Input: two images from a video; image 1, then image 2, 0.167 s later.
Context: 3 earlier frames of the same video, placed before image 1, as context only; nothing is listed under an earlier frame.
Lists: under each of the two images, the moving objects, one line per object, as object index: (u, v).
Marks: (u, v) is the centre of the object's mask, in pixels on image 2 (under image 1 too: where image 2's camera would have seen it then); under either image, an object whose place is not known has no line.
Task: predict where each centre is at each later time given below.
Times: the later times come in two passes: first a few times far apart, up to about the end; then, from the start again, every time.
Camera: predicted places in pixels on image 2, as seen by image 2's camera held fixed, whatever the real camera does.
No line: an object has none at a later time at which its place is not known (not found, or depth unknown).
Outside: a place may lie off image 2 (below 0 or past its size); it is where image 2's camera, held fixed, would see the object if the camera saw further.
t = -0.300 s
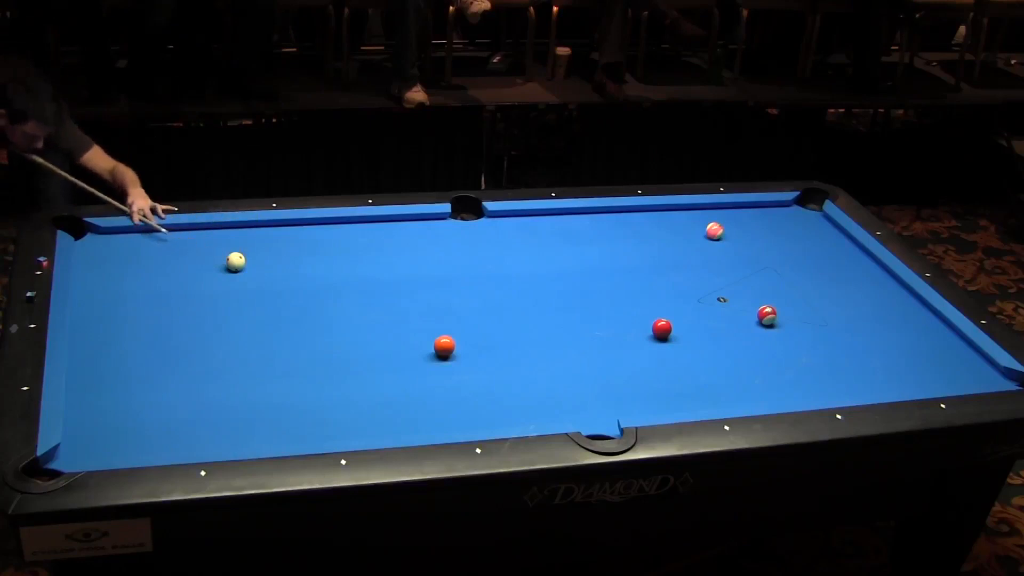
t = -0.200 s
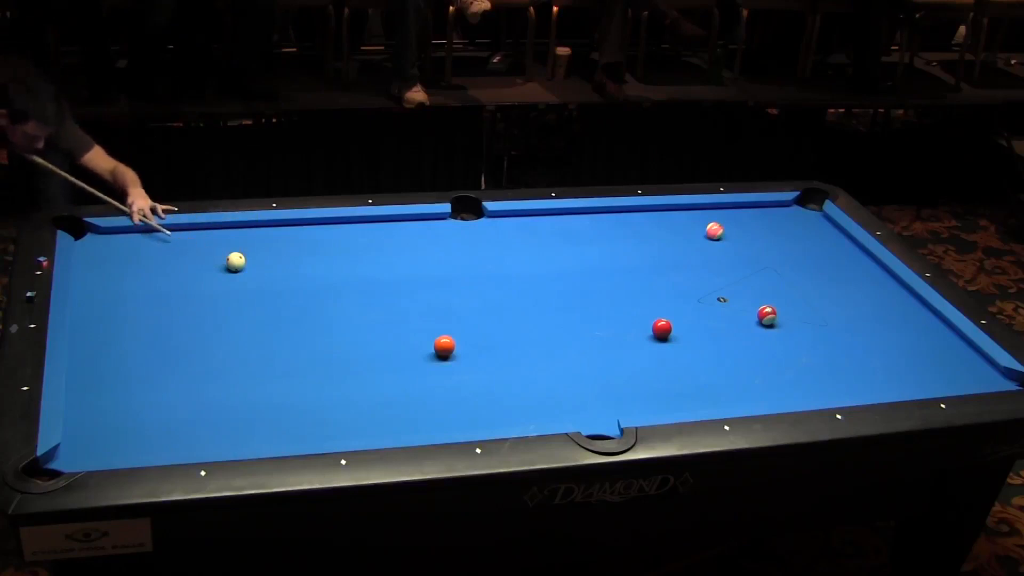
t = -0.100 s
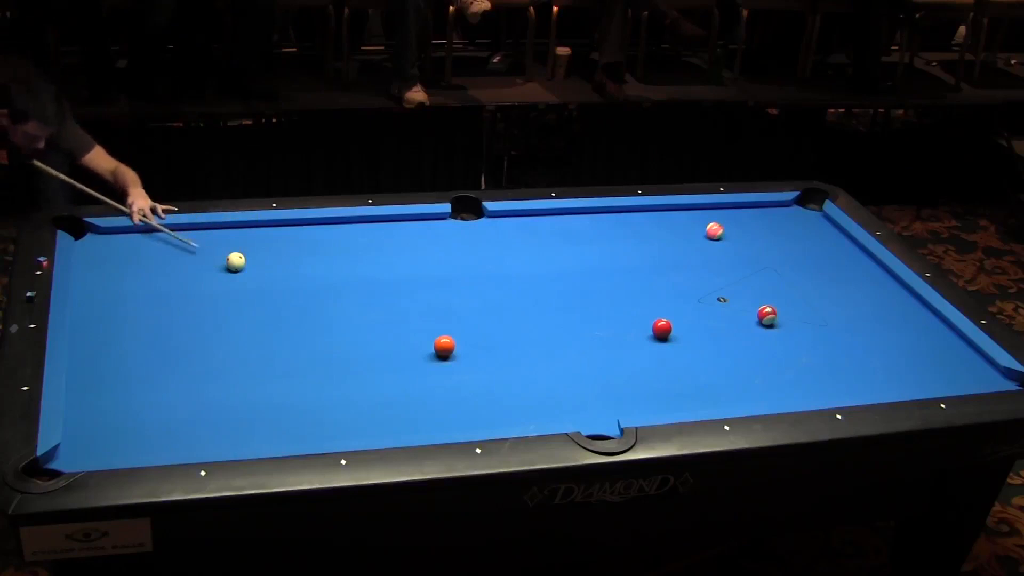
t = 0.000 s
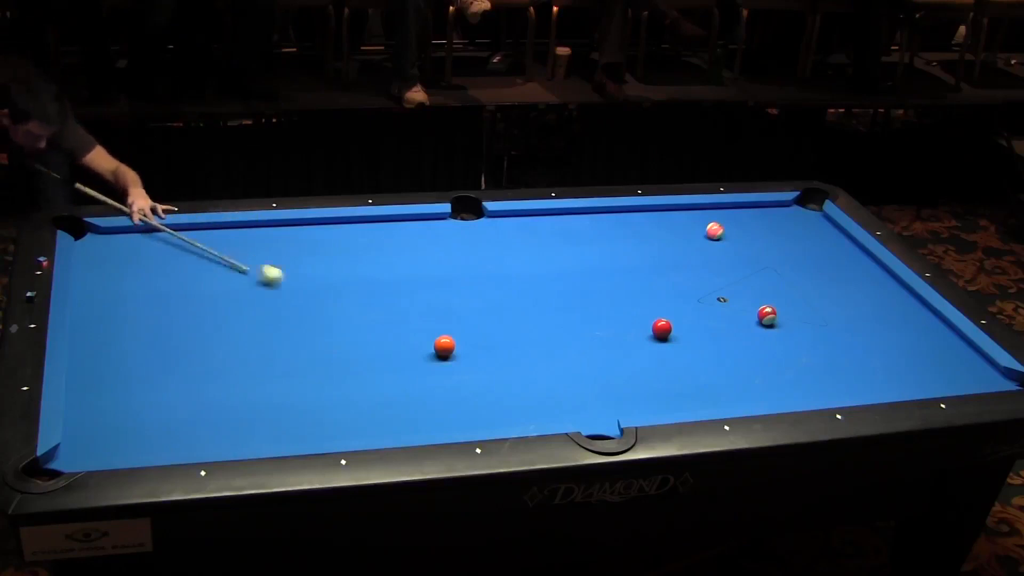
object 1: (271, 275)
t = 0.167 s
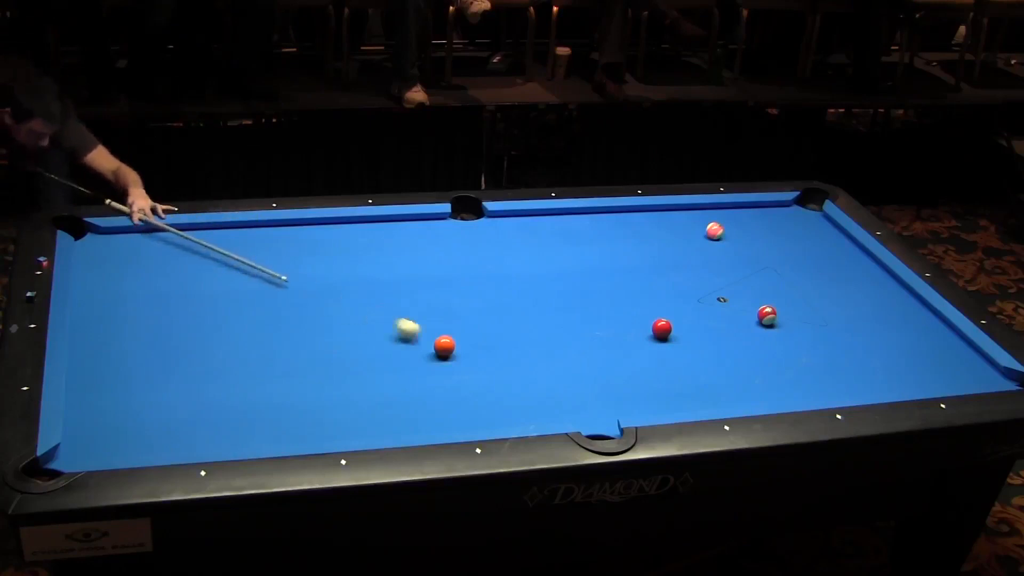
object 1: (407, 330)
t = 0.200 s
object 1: (430, 339)
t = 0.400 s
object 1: (447, 332)
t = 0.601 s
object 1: (460, 325)
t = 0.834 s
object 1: (474, 318)
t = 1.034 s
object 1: (485, 312)
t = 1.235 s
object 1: (496, 306)
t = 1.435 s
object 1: (505, 301)
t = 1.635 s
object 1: (513, 297)
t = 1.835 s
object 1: (520, 293)
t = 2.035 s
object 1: (527, 289)
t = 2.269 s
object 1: (533, 286)
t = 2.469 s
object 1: (538, 283)
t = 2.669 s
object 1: (543, 281)
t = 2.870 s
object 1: (546, 279)
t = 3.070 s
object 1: (549, 277)
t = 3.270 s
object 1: (552, 276)
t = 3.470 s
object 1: (553, 275)
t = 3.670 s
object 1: (554, 274)
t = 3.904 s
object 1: (555, 273)
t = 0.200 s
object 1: (430, 339)
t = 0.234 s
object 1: (434, 338)
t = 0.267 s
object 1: (437, 337)
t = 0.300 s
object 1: (439, 335)
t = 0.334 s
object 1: (442, 334)
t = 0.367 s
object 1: (444, 333)
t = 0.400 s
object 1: (447, 332)
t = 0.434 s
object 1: (449, 331)
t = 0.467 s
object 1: (451, 329)
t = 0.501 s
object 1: (453, 328)
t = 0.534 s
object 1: (456, 327)
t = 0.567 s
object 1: (458, 326)
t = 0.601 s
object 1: (460, 325)
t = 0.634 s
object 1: (462, 324)
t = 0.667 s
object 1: (464, 323)
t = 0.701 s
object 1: (466, 322)
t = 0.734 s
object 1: (468, 320)
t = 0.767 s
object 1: (470, 319)
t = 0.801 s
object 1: (472, 318)
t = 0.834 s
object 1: (474, 318)
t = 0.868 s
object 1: (476, 317)
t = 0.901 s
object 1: (478, 316)
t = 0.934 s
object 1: (480, 314)
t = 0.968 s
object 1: (482, 313)
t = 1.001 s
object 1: (483, 312)
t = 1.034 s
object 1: (485, 312)
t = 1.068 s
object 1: (487, 311)
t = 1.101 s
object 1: (488, 310)
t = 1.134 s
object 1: (491, 309)
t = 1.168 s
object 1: (492, 308)
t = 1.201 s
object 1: (494, 307)
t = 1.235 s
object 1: (496, 306)
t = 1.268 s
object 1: (497, 306)
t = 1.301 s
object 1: (499, 305)
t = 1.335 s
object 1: (500, 304)
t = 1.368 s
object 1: (502, 303)
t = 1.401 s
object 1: (503, 302)
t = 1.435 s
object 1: (505, 301)
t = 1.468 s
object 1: (506, 301)
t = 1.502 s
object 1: (507, 300)
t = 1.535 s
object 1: (509, 299)
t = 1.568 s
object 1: (510, 298)
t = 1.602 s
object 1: (512, 298)
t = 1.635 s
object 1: (513, 297)
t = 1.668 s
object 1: (514, 296)
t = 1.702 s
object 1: (516, 295)
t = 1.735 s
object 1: (517, 295)
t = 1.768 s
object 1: (518, 294)
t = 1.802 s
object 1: (519, 293)
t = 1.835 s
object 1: (520, 293)
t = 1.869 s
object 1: (521, 292)
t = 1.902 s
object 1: (522, 292)
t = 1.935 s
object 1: (523, 291)
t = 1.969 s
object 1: (525, 290)
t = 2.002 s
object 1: (526, 290)
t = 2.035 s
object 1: (527, 289)
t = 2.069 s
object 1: (528, 289)
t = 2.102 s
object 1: (529, 288)
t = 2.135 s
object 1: (530, 288)
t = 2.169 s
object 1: (531, 287)
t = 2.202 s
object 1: (532, 287)
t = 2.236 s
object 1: (533, 286)
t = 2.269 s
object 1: (533, 286)
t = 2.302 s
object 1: (534, 285)
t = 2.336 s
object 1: (535, 285)
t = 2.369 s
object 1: (536, 284)
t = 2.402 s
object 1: (537, 284)
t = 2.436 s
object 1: (538, 283)
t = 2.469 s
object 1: (538, 283)
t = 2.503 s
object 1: (539, 282)
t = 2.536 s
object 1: (540, 282)
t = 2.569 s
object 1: (541, 282)
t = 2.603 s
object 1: (541, 281)
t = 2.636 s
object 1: (542, 281)
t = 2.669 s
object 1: (543, 281)
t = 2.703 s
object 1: (543, 280)
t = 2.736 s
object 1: (544, 280)
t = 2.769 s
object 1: (545, 280)
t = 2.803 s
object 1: (545, 279)
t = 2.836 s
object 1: (546, 279)
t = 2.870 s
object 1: (546, 279)
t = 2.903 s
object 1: (547, 278)
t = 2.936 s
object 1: (547, 278)
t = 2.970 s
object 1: (548, 278)
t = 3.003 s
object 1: (548, 278)
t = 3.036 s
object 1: (549, 277)
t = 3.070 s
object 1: (549, 277)
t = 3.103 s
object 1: (550, 277)
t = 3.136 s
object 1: (550, 276)
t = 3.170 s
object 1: (550, 276)
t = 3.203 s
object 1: (551, 276)
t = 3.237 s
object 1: (551, 276)
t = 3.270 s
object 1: (552, 276)
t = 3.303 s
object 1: (552, 276)
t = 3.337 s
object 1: (552, 275)
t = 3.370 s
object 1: (552, 275)
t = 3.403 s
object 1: (553, 275)
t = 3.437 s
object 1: (553, 275)
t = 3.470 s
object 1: (553, 275)
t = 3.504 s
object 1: (553, 275)
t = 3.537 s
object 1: (553, 275)
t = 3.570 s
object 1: (554, 275)
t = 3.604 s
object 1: (554, 275)
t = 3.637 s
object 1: (554, 274)
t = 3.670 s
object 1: (554, 274)
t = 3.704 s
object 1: (554, 274)
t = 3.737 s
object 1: (554, 274)
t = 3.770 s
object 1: (554, 274)
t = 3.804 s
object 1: (554, 274)
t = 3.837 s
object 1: (555, 273)
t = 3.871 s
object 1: (555, 273)
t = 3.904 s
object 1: (555, 273)
